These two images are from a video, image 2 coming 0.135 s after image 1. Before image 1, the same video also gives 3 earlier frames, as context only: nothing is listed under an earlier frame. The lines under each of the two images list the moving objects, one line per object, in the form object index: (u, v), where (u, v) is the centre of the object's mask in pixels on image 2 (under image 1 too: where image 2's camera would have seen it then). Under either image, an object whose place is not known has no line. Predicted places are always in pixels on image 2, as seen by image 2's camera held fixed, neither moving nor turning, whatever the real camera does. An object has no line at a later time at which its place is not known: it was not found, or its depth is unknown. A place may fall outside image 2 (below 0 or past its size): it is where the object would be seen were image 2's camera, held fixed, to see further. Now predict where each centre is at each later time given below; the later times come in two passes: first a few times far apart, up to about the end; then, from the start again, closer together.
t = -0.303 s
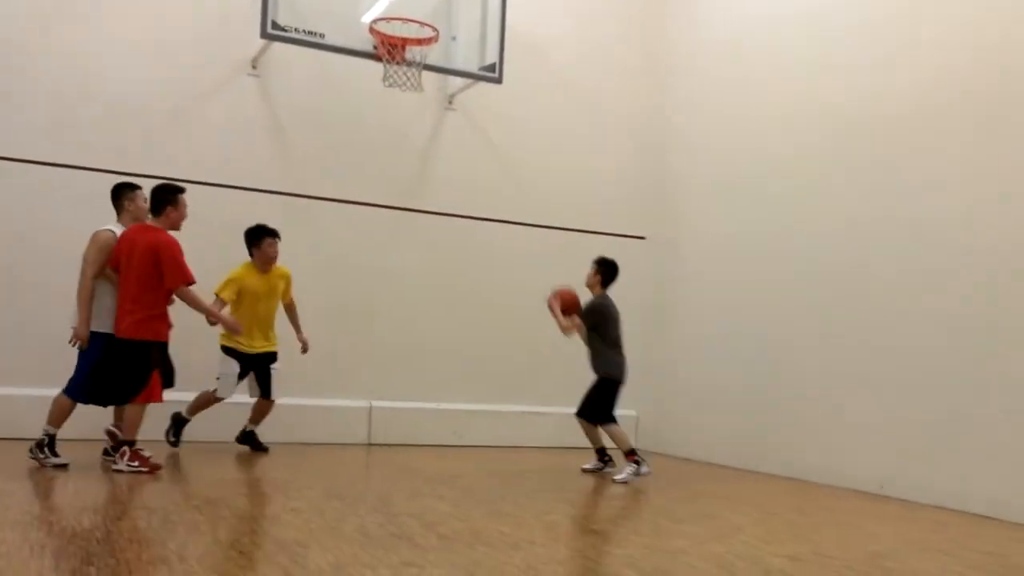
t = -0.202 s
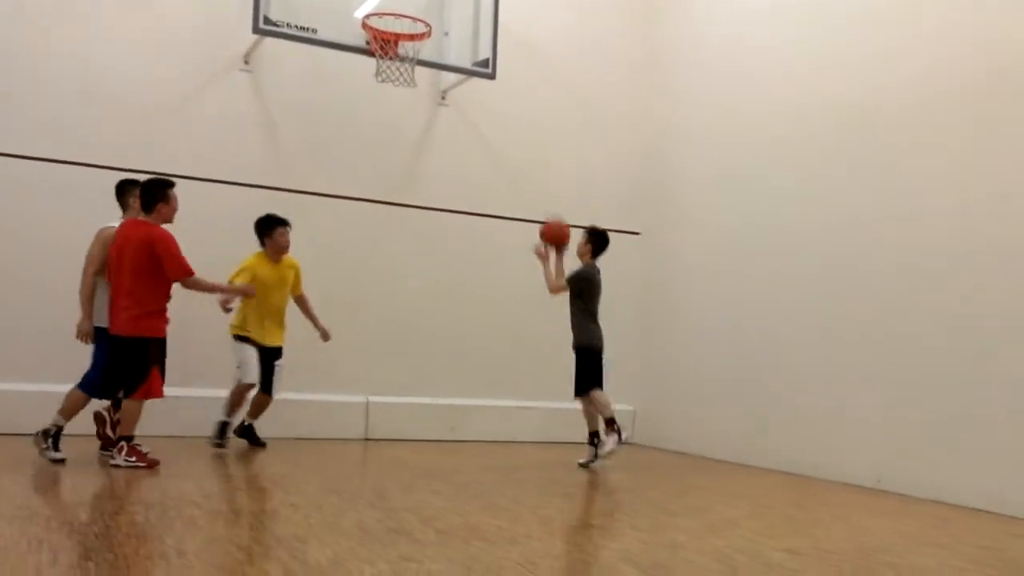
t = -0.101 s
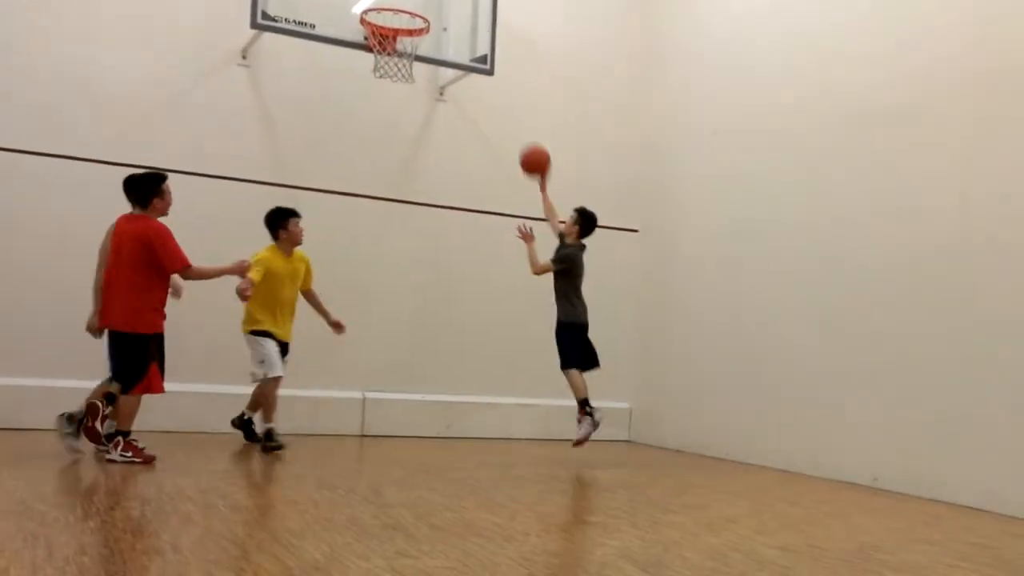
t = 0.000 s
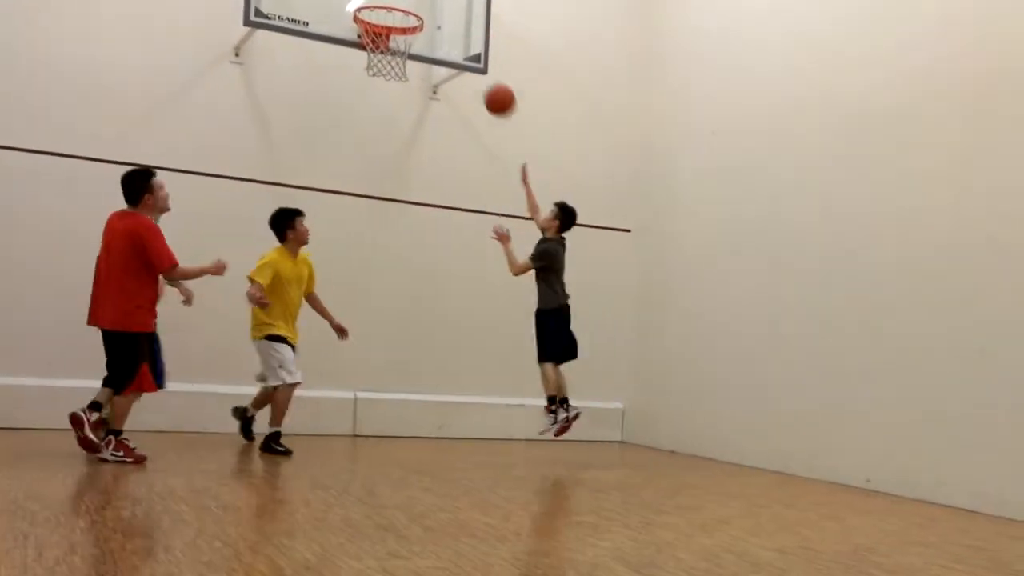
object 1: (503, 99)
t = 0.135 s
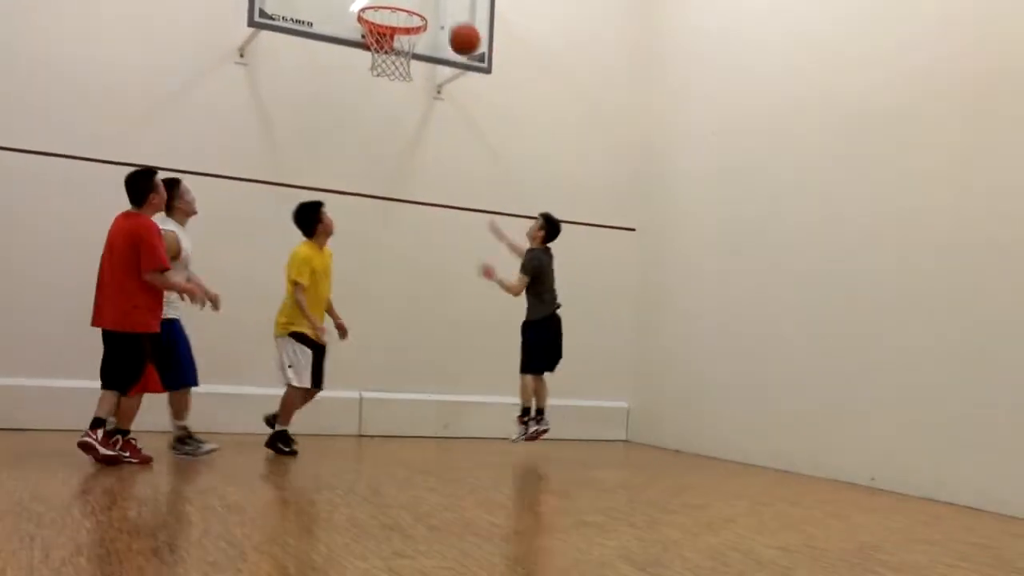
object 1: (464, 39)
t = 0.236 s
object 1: (436, 10)
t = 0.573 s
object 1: (377, 6)
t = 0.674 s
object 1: (399, 27)
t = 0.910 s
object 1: (420, 56)
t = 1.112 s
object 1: (400, 107)
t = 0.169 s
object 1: (454, 27)
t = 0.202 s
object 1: (444, 18)
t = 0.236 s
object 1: (436, 10)
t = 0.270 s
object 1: (425, 6)
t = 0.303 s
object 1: (414, 1)
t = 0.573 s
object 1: (377, 6)
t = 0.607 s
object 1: (378, 12)
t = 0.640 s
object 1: (389, 19)
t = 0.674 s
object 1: (399, 27)
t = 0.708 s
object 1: (408, 37)
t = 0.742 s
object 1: (416, 45)
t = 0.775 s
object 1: (421, 48)
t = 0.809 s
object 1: (423, 50)
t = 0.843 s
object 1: (422, 51)
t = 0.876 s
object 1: (422, 53)
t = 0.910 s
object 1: (420, 56)
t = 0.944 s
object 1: (415, 61)
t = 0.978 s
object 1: (413, 68)
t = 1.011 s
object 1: (412, 74)
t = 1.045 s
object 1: (408, 84)
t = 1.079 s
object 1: (403, 95)
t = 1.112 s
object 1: (400, 107)
